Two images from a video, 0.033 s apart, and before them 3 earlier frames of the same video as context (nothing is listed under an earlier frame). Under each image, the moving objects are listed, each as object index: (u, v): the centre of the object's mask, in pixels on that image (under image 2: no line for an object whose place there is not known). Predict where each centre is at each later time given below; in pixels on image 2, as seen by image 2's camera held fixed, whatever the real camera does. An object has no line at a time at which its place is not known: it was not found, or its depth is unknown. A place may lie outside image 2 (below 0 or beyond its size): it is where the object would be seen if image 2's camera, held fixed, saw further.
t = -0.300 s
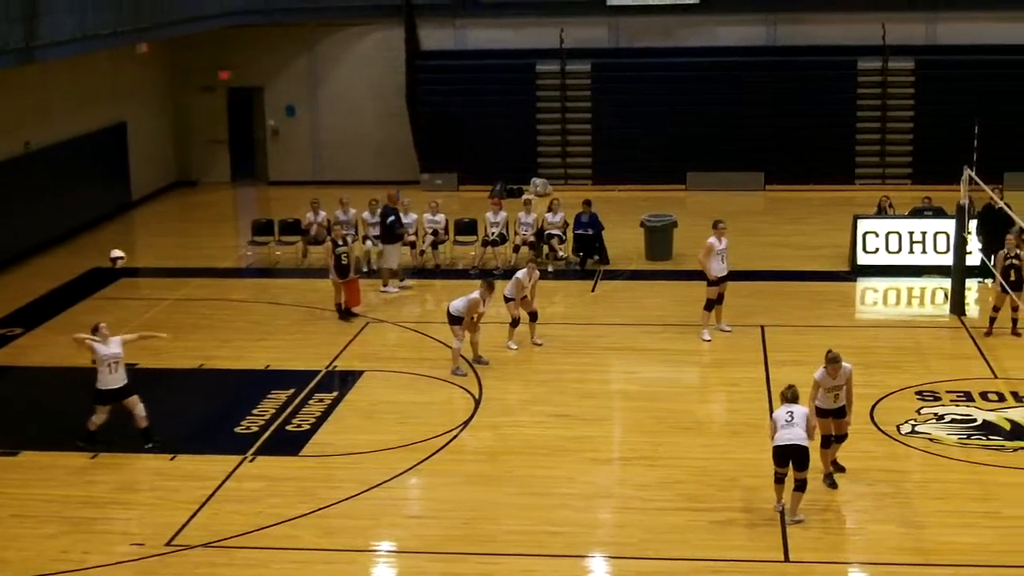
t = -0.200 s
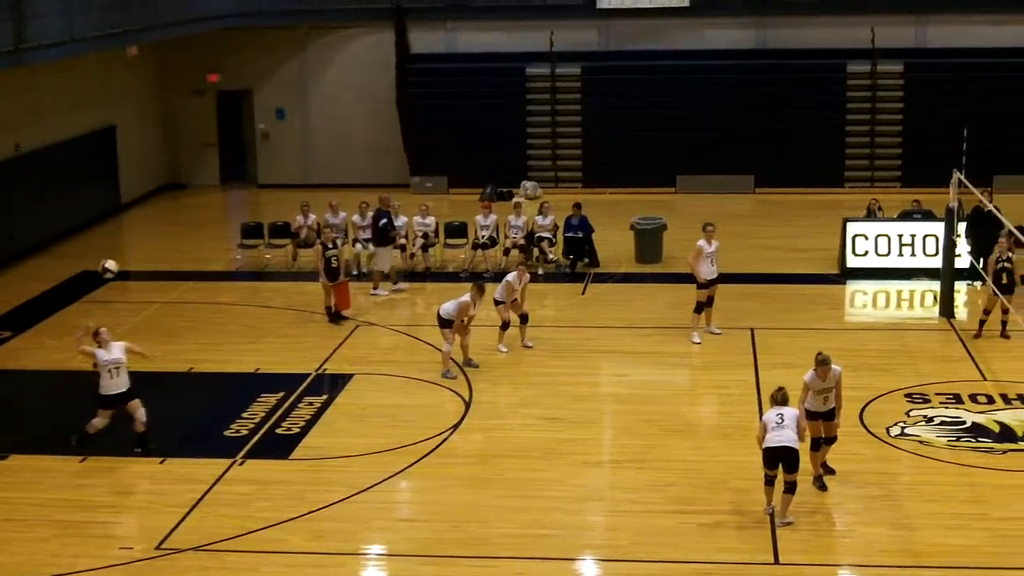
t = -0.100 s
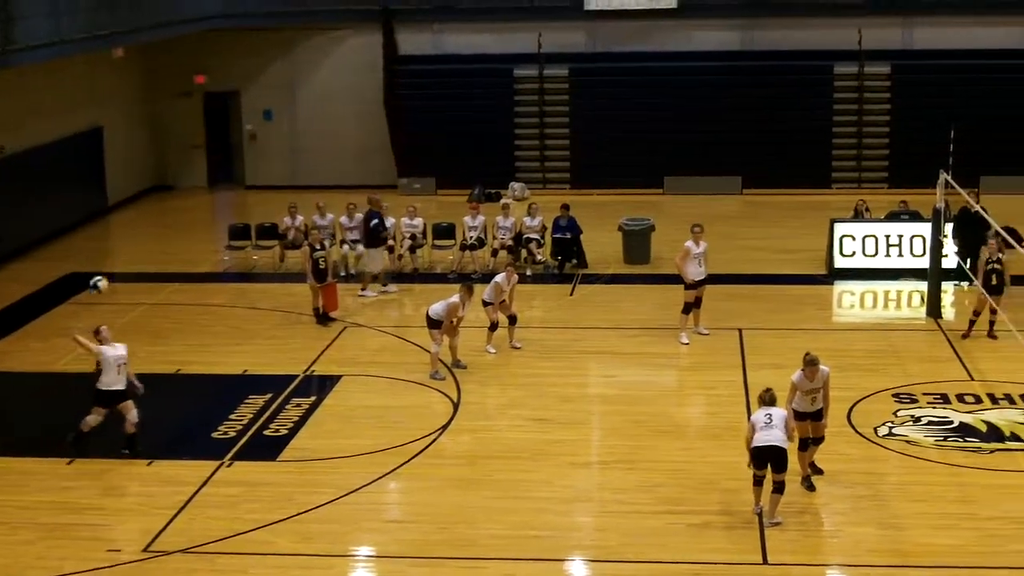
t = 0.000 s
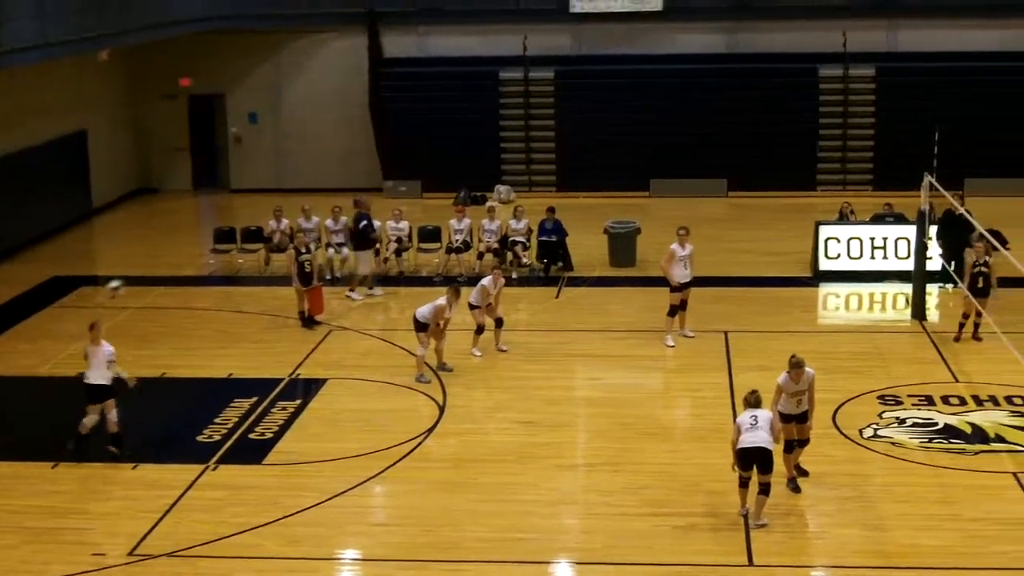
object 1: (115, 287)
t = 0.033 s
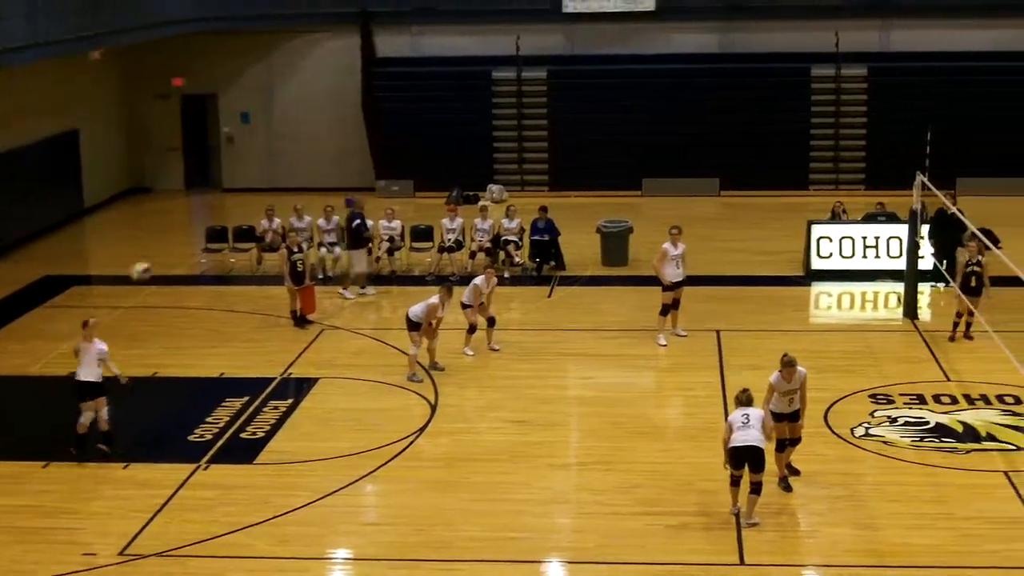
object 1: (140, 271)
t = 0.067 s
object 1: (175, 254)
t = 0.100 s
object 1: (207, 237)
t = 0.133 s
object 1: (242, 224)
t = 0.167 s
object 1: (280, 206)
